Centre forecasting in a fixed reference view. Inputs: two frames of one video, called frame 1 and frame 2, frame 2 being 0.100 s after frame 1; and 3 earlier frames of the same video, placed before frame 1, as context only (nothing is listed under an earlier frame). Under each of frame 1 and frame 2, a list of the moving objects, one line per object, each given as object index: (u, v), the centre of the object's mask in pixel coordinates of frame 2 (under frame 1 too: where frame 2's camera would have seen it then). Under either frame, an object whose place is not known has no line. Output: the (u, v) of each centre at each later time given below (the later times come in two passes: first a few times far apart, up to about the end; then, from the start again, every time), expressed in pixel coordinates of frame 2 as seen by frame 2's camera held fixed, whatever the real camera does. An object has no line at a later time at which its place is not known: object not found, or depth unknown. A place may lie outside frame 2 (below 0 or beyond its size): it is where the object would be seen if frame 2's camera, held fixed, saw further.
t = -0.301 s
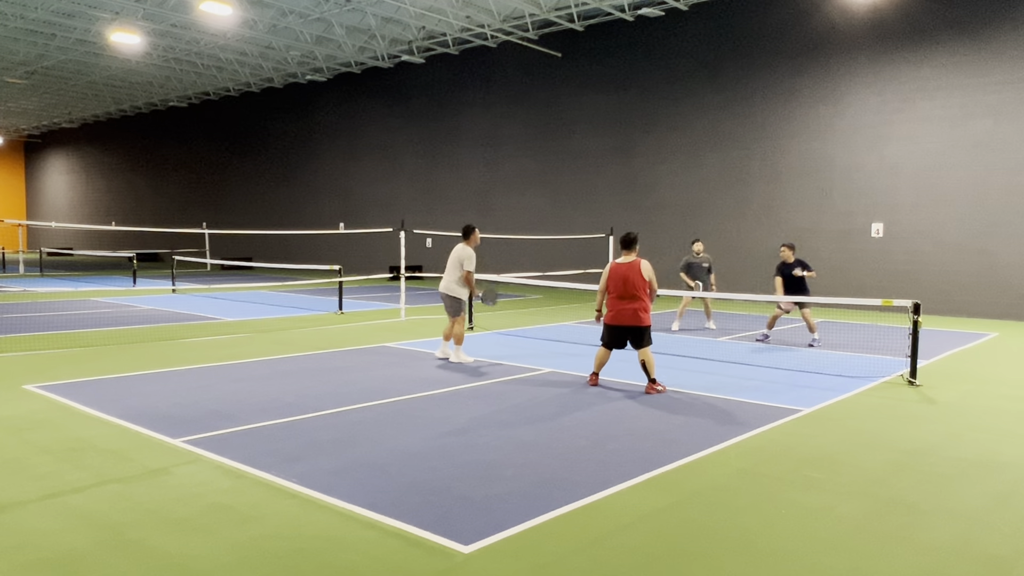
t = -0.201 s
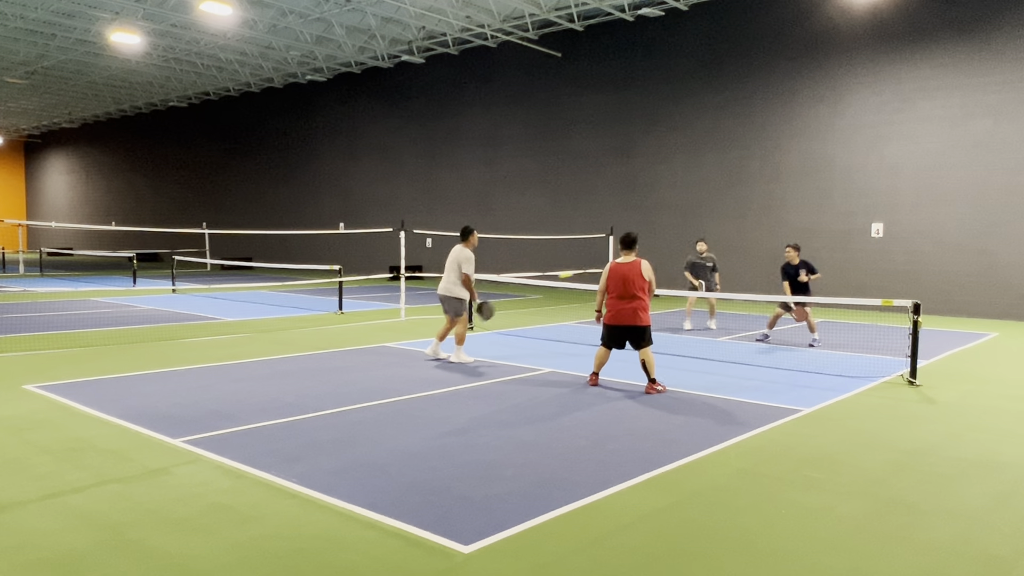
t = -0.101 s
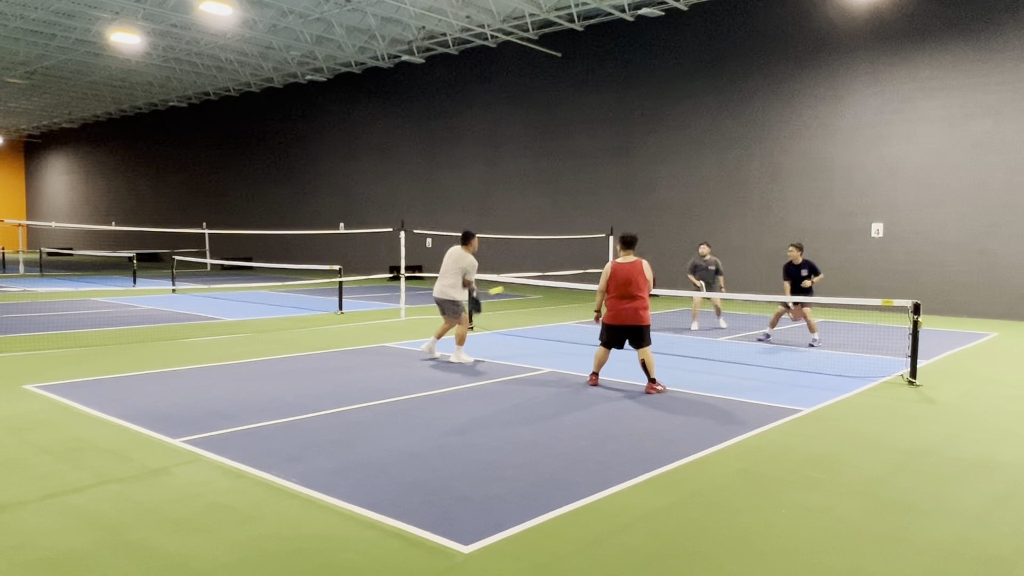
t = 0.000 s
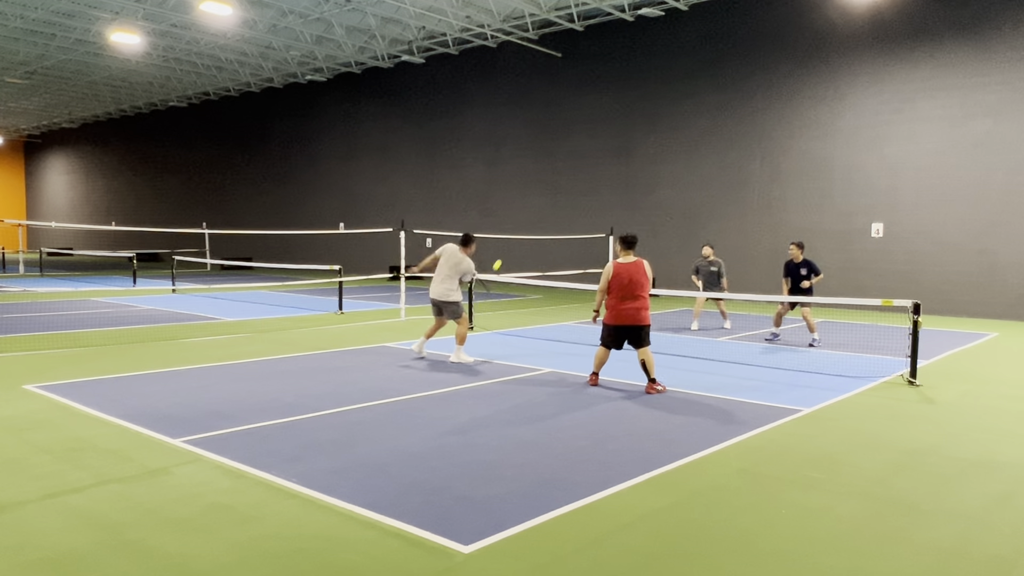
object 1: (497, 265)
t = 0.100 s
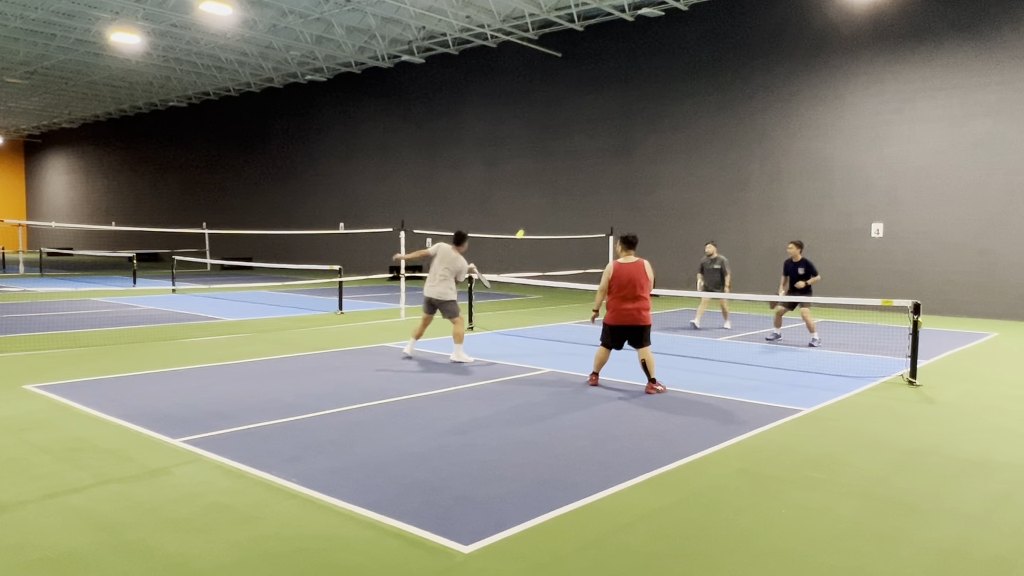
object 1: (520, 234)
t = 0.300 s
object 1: (557, 201)
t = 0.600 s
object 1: (598, 206)
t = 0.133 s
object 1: (527, 226)
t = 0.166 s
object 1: (533, 219)
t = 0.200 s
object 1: (539, 213)
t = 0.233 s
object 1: (546, 208)
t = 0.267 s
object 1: (551, 204)
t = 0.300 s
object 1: (557, 201)
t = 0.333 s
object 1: (562, 199)
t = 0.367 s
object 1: (567, 197)
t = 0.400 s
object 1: (572, 195)
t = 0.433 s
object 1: (577, 196)
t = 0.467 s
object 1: (581, 197)
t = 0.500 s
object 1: (586, 198)
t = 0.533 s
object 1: (590, 200)
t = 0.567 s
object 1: (594, 203)
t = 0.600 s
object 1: (598, 206)
